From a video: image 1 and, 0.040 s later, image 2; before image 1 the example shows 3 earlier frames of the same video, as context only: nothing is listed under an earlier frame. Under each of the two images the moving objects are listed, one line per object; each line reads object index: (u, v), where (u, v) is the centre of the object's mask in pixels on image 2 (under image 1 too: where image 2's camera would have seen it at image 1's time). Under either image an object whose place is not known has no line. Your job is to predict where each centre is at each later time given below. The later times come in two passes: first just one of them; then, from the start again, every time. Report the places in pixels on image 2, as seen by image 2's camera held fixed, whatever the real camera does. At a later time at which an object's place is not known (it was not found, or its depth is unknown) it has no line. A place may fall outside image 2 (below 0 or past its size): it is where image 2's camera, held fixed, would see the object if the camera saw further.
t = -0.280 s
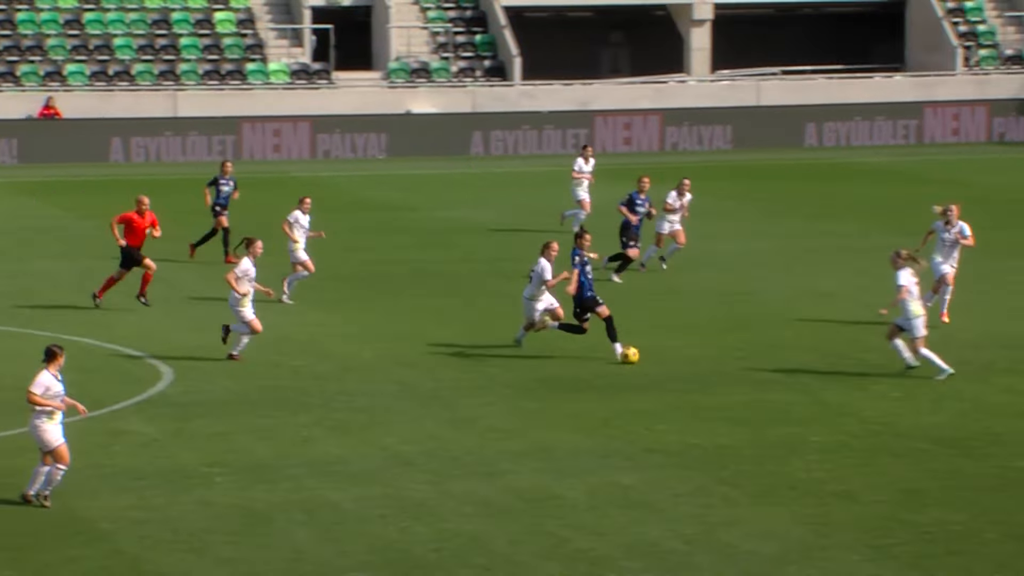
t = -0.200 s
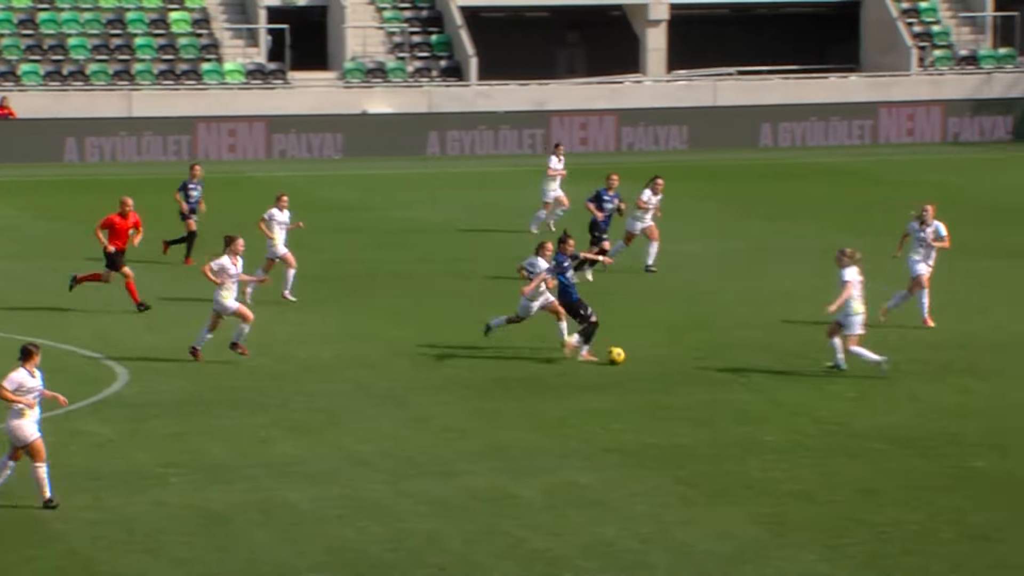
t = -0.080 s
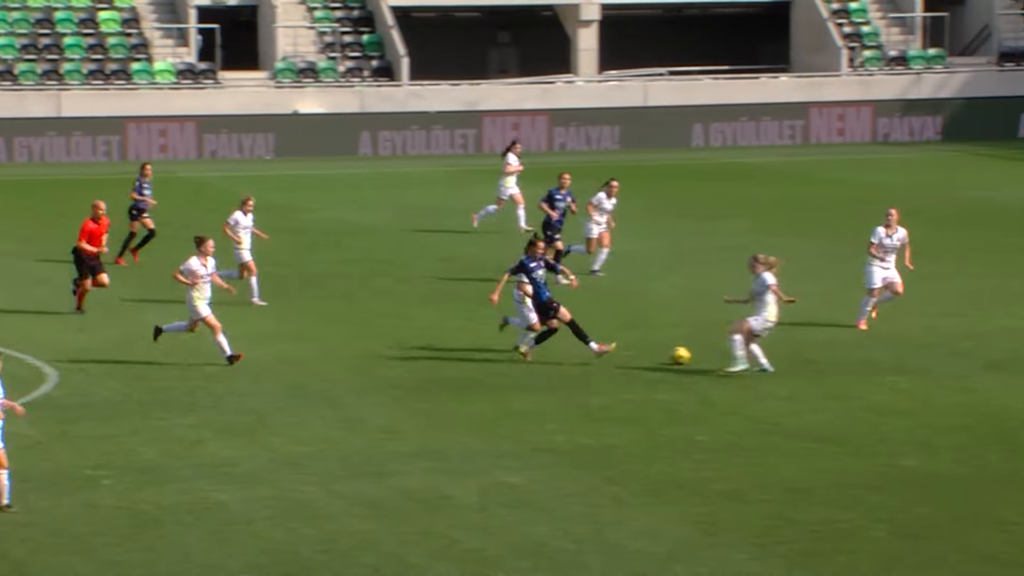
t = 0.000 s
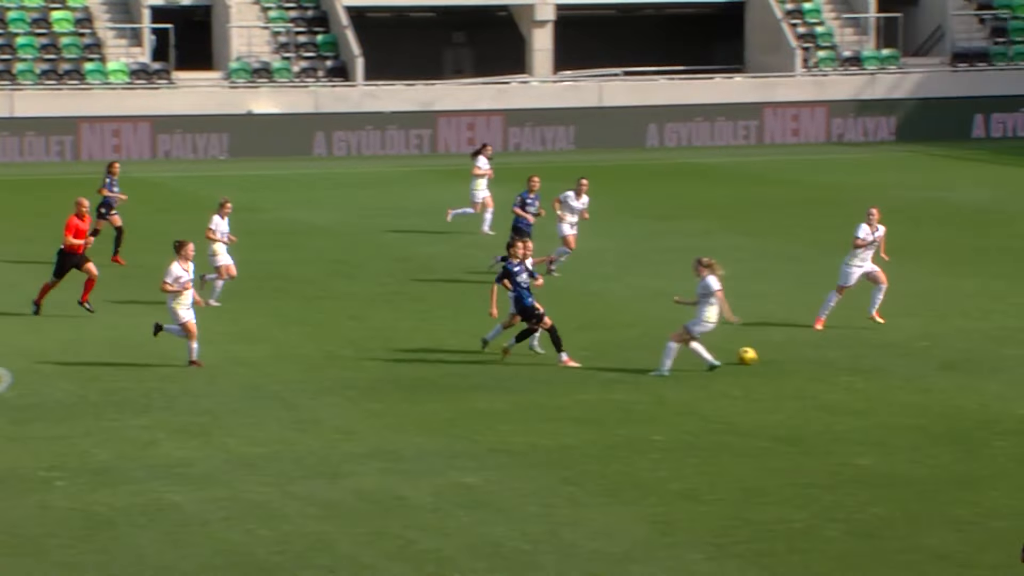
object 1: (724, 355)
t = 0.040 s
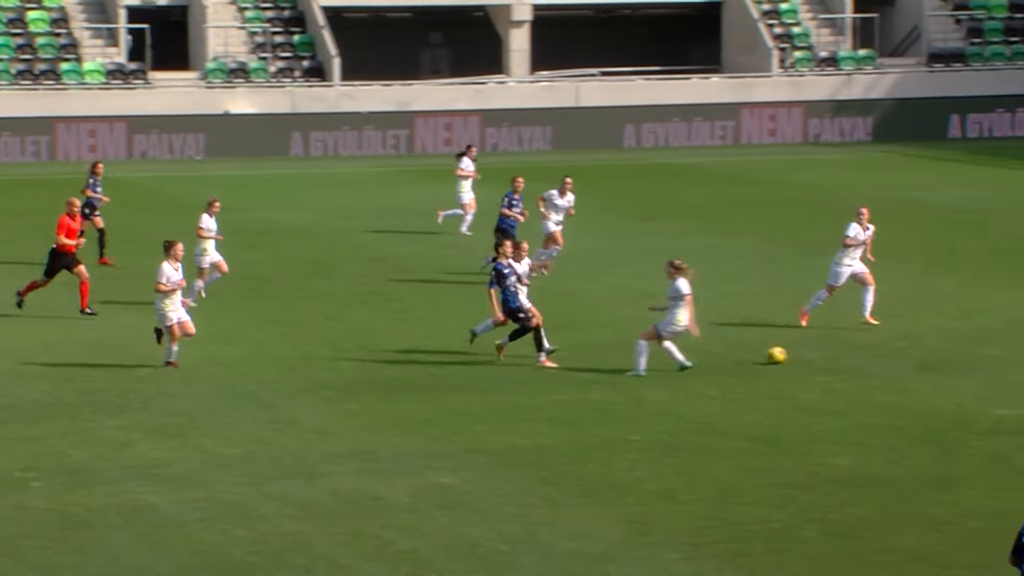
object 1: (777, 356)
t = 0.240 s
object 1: (1030, 357)
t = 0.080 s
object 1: (829, 355)
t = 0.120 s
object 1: (880, 356)
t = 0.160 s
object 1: (932, 357)
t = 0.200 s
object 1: (981, 356)
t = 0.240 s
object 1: (1030, 357)
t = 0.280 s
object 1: (1078, 357)
